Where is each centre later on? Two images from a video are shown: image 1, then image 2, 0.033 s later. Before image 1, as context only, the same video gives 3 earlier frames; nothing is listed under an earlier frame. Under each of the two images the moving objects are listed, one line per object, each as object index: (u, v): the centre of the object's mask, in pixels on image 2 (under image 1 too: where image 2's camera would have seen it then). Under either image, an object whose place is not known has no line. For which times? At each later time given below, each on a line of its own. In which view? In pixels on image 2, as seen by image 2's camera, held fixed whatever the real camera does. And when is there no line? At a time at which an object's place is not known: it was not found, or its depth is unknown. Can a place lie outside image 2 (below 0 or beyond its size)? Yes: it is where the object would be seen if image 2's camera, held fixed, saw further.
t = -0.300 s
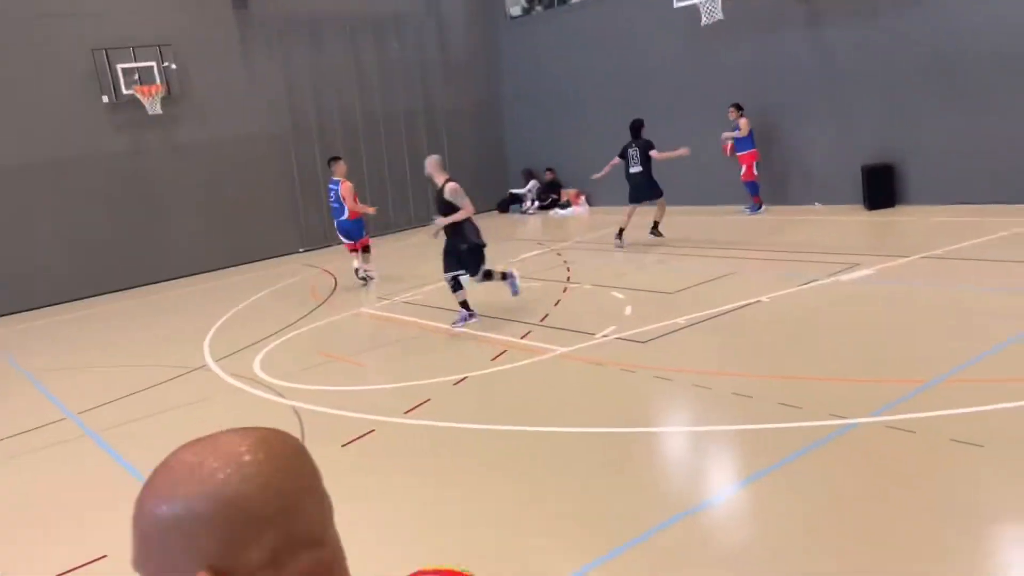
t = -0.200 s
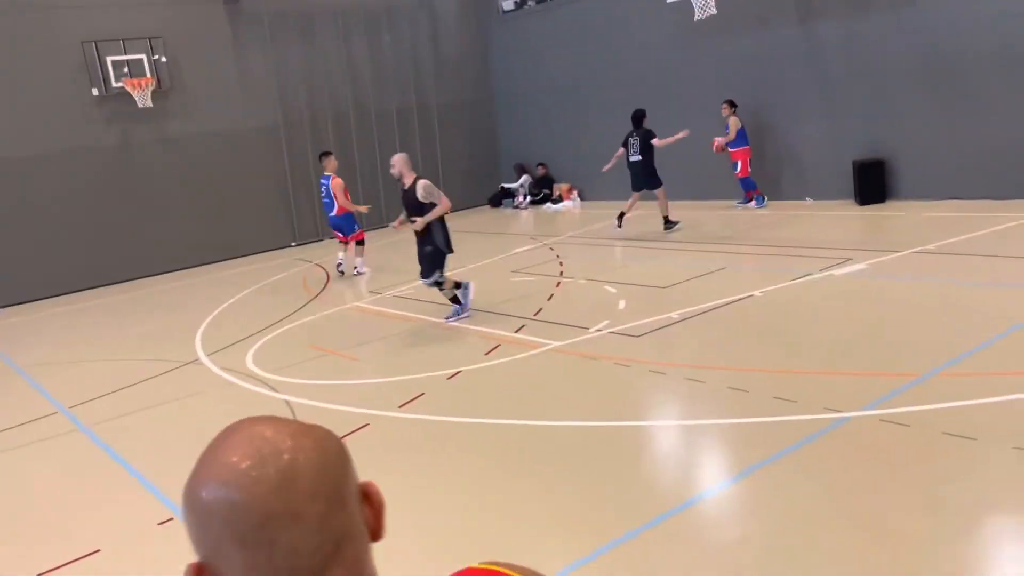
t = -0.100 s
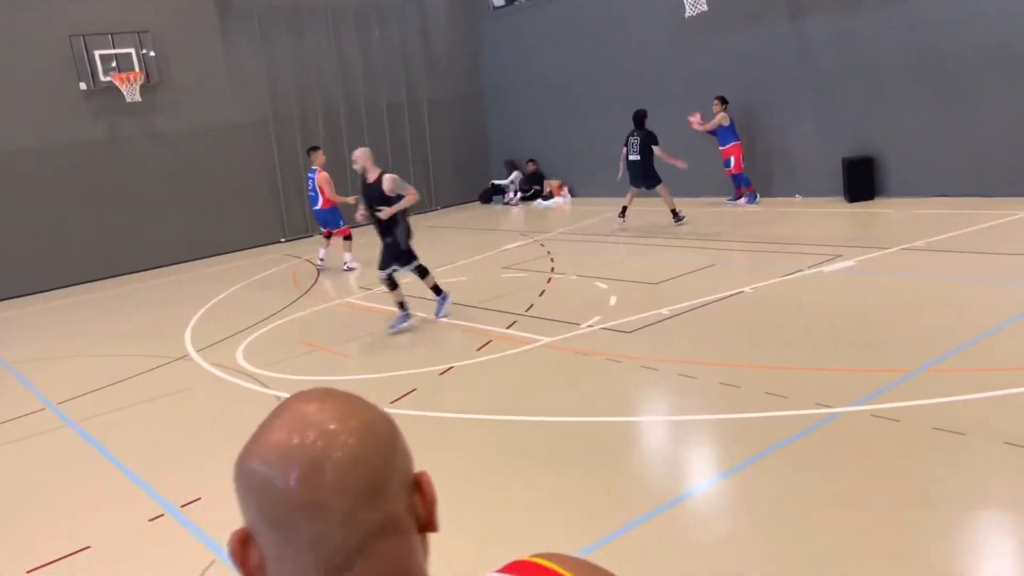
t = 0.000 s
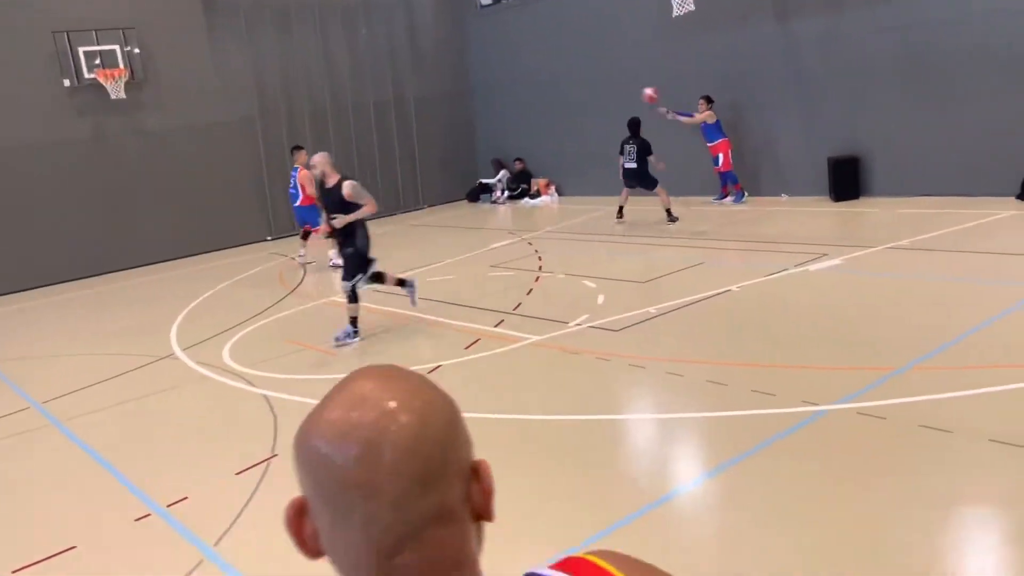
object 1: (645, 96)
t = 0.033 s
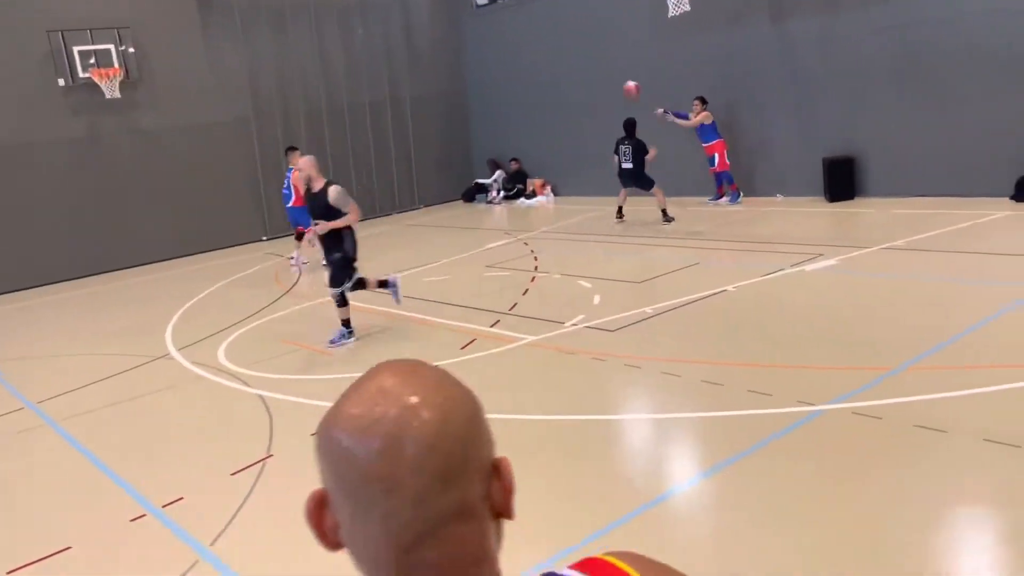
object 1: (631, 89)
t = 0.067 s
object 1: (618, 83)
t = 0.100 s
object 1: (603, 78)
